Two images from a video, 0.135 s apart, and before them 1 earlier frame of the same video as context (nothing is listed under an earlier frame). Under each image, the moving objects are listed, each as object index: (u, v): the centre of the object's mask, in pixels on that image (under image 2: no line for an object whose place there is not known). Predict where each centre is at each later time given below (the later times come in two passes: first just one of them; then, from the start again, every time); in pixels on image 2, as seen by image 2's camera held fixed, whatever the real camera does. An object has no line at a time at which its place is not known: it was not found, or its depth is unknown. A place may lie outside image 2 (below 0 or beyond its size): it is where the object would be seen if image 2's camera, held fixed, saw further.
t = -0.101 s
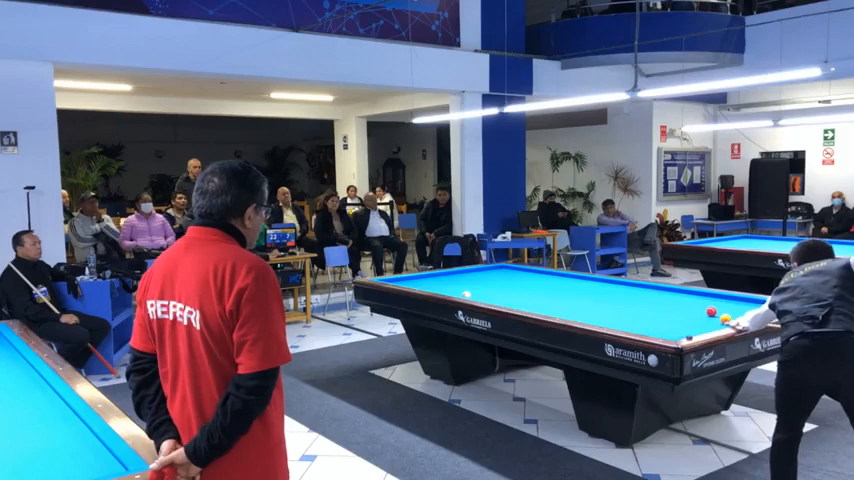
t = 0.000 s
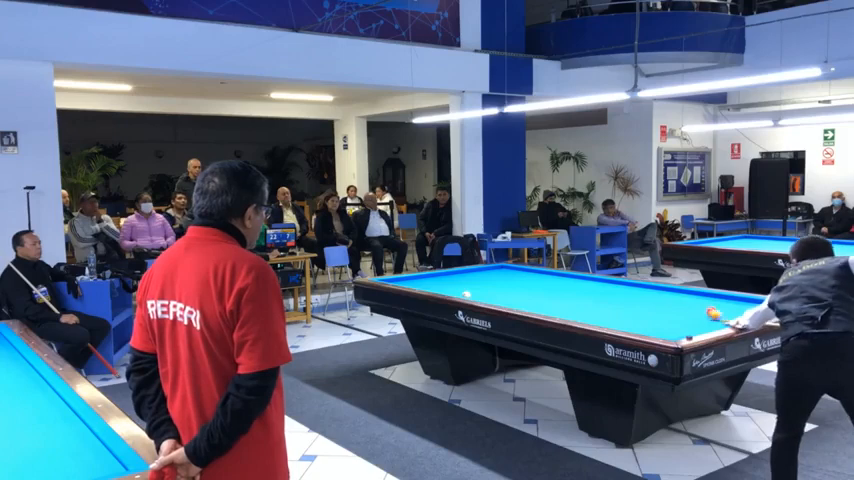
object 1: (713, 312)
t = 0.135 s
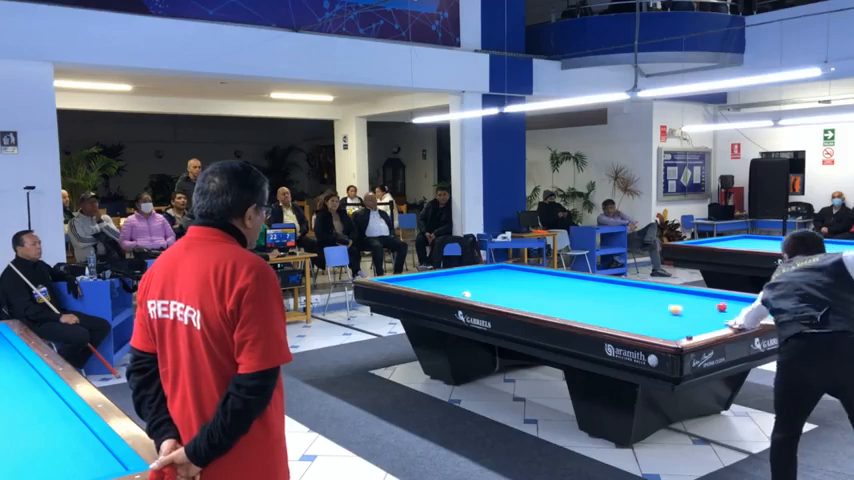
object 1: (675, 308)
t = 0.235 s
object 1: (648, 306)
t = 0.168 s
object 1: (665, 308)
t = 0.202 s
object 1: (656, 307)
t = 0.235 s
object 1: (648, 306)
